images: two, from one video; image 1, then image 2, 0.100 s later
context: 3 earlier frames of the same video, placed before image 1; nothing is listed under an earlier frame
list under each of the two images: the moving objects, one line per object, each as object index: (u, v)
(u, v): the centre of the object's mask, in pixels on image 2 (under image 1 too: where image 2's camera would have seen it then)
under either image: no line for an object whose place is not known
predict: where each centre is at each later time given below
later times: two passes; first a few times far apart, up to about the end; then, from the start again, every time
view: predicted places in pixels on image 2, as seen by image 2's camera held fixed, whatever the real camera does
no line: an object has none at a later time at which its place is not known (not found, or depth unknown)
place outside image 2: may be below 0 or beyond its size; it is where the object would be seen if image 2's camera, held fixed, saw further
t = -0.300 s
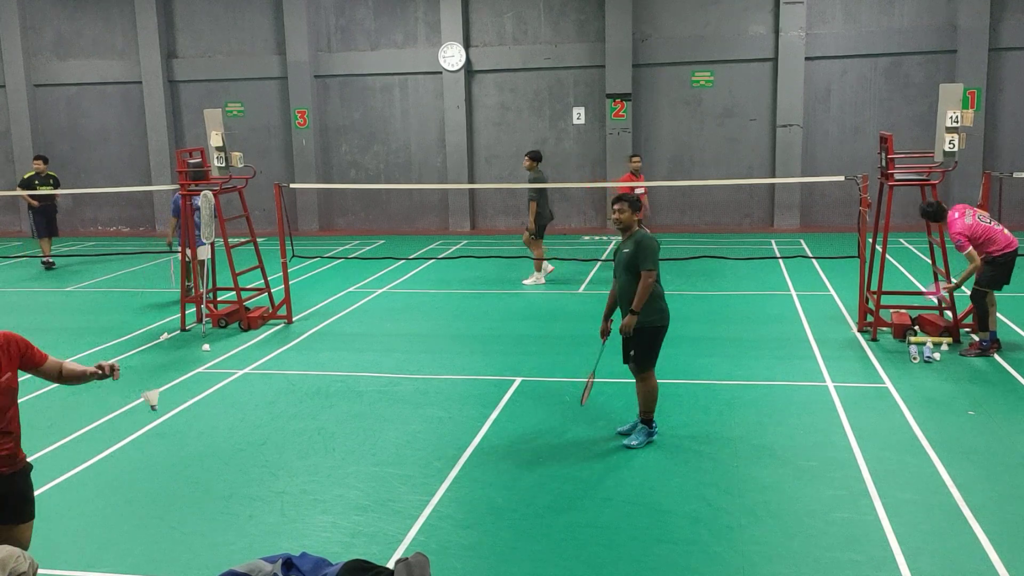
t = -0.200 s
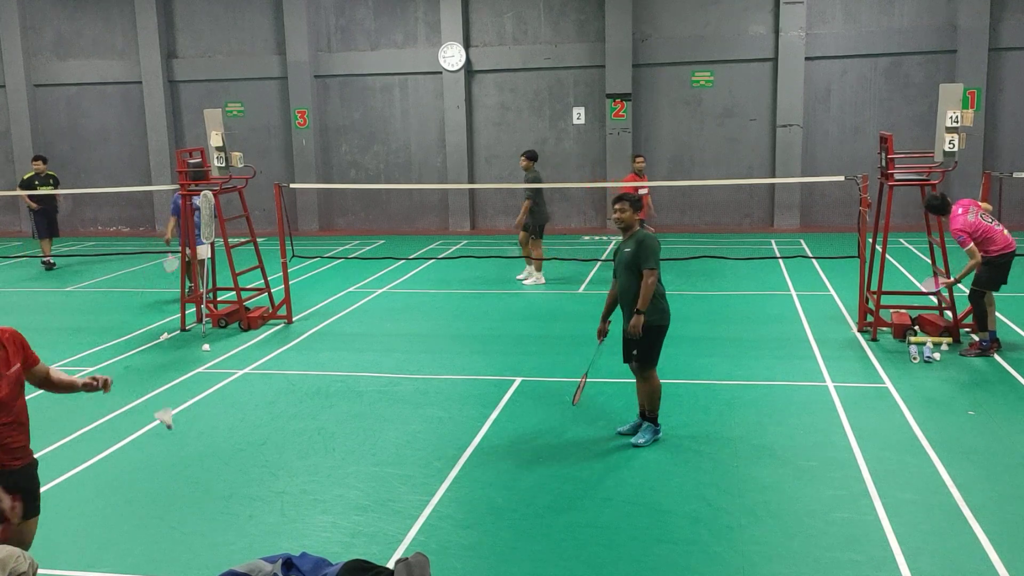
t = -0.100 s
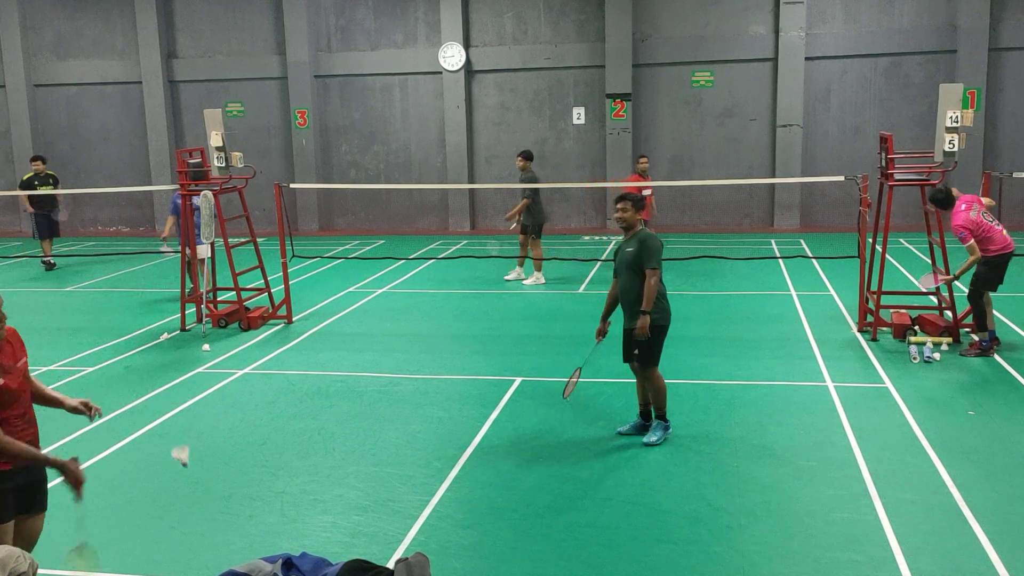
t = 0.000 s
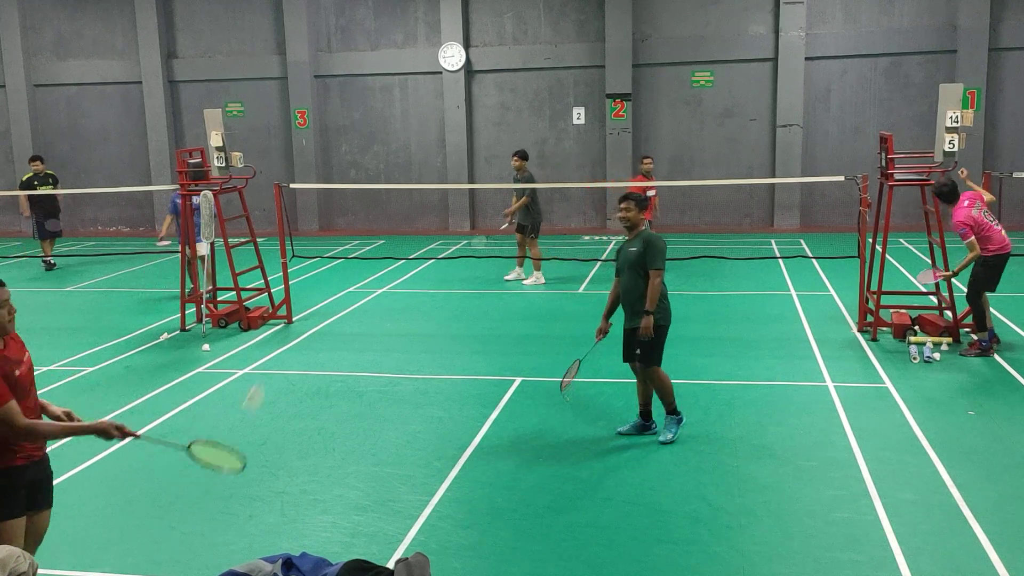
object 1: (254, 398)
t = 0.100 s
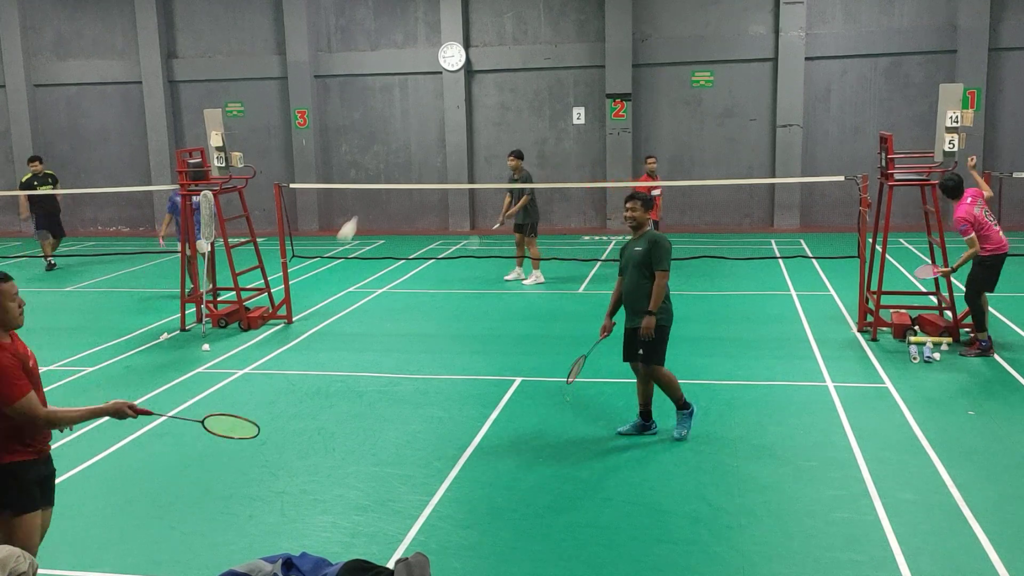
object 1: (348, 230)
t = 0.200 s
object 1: (414, 138)
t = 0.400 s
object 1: (504, 58)
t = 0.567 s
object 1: (557, 56)
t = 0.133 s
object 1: (372, 195)
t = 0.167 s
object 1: (394, 163)
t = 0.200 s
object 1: (414, 138)
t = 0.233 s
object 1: (432, 116)
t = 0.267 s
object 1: (449, 98)
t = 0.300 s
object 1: (464, 84)
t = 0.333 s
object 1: (478, 73)
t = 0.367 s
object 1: (492, 64)
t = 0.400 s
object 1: (504, 58)
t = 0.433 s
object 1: (516, 54)
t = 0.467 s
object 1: (527, 52)
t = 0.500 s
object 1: (538, 51)
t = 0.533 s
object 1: (547, 53)
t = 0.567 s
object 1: (557, 56)
